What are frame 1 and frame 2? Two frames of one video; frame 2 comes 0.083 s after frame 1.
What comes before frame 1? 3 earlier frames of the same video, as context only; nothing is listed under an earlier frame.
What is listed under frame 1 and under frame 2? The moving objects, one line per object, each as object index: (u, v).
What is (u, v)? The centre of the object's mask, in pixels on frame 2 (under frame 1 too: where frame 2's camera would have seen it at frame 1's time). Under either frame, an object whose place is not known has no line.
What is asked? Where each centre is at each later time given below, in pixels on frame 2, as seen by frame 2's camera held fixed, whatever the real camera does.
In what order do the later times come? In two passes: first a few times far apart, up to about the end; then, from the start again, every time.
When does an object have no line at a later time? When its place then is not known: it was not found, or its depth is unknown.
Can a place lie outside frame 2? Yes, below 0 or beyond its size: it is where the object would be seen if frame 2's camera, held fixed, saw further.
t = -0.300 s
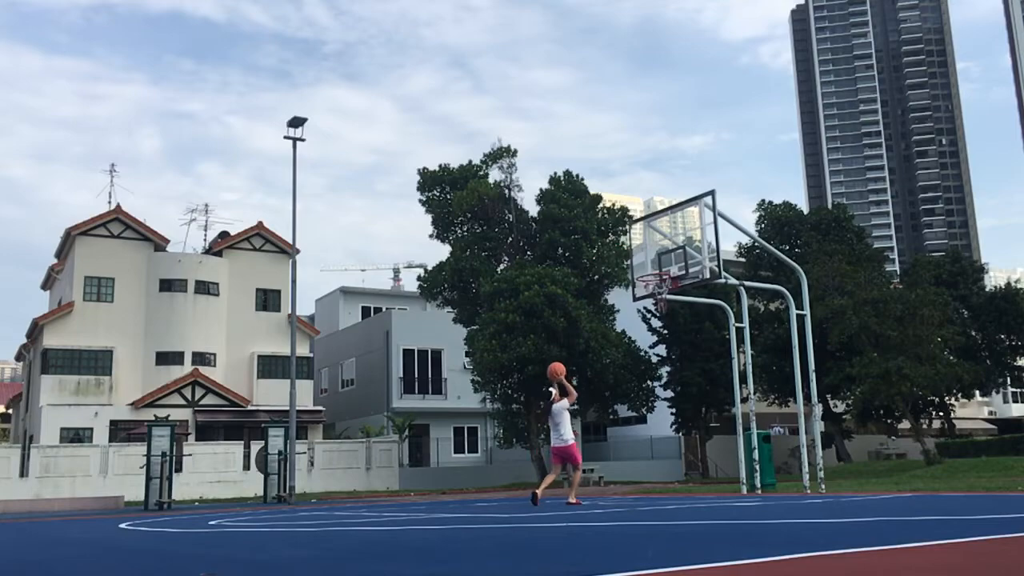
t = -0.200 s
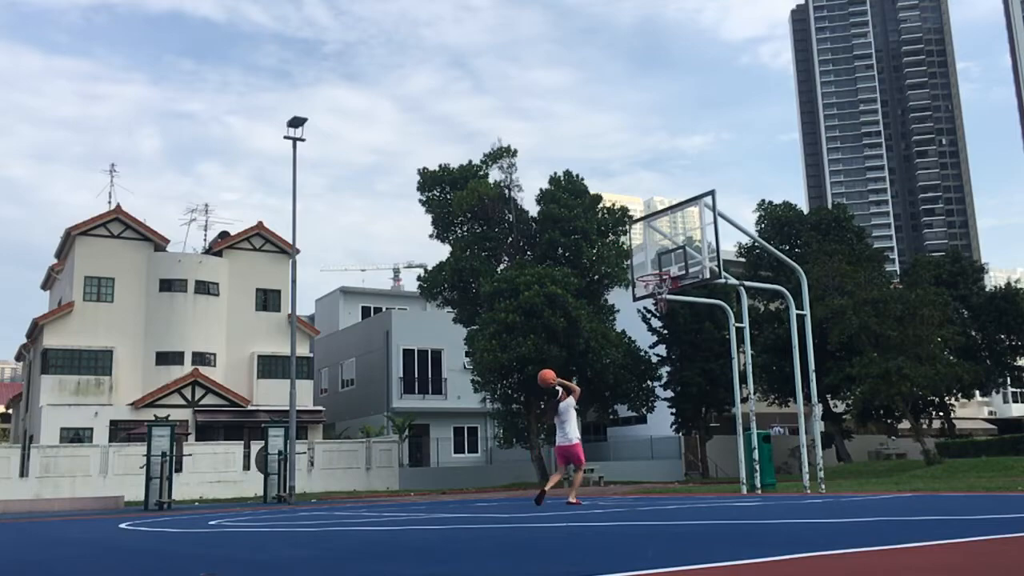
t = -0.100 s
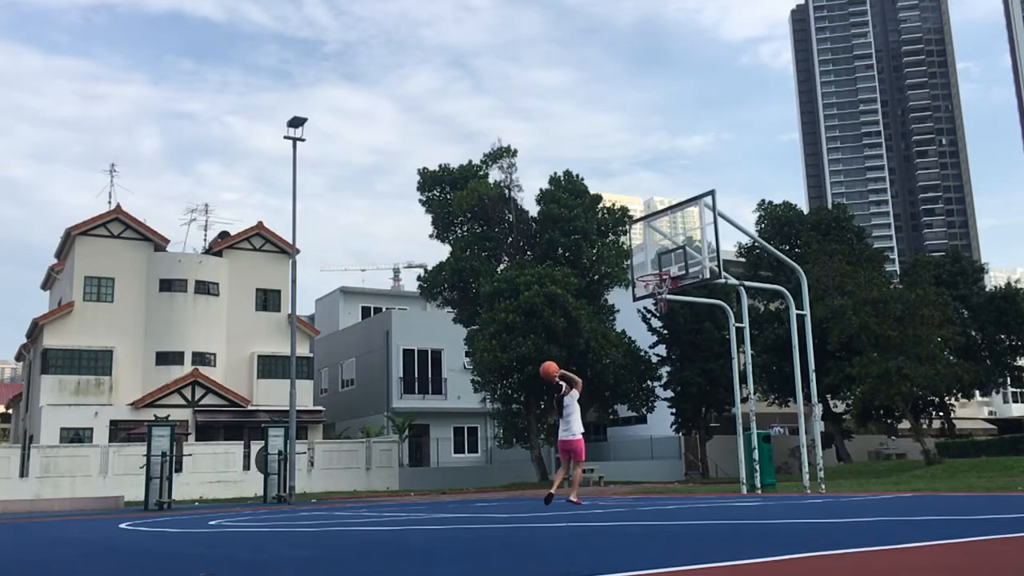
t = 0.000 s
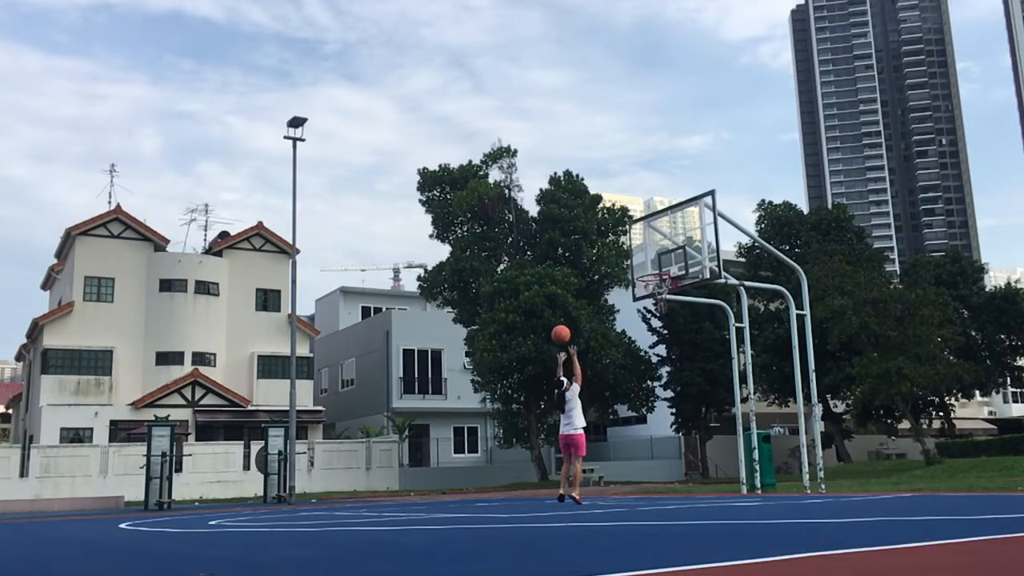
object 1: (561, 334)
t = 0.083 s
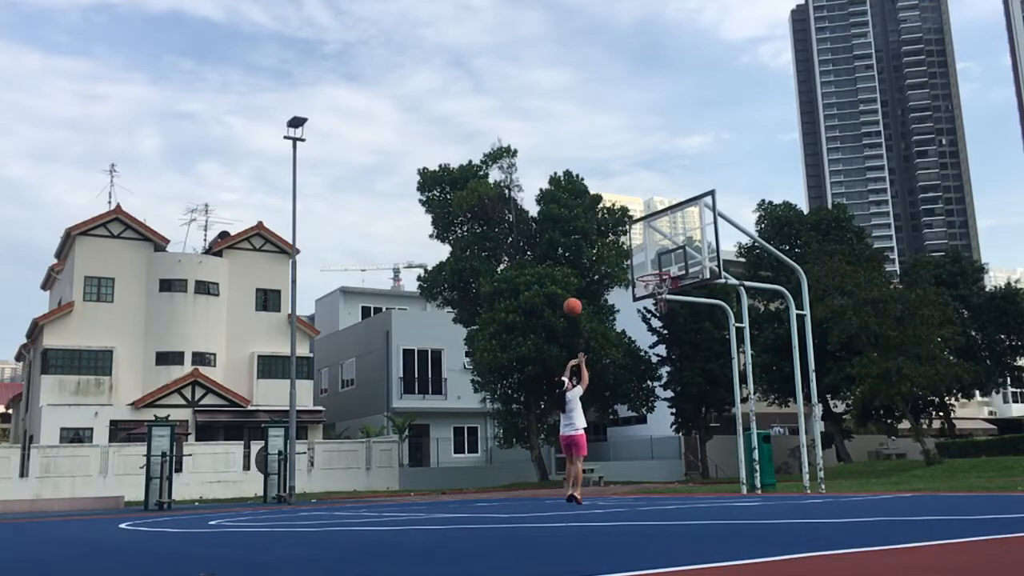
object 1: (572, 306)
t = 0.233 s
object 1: (593, 272)
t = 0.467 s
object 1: (624, 253)
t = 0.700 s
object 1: (656, 270)
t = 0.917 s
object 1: (648, 268)
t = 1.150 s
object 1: (639, 269)
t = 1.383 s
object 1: (625, 275)
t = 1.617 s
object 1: (612, 312)
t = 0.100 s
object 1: (575, 301)
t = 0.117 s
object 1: (577, 297)
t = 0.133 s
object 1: (579, 292)
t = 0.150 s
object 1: (581, 289)
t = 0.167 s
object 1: (584, 285)
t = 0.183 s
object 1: (586, 281)
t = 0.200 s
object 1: (589, 278)
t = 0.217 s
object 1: (591, 275)
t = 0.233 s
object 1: (593, 272)
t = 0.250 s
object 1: (596, 269)
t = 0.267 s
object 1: (598, 267)
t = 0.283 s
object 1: (600, 265)
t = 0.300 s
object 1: (603, 262)
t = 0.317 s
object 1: (605, 261)
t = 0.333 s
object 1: (607, 259)
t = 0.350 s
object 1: (609, 257)
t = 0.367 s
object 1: (611, 255)
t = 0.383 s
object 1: (613, 255)
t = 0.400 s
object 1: (616, 254)
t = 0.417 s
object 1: (618, 253)
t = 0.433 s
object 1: (621, 252)
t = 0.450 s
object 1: (623, 253)
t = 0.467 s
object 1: (624, 253)
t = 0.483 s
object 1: (626, 252)
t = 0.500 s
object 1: (629, 253)
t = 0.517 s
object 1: (631, 253)
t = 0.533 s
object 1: (634, 254)
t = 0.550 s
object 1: (636, 255)
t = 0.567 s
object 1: (638, 255)
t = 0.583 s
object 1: (641, 257)
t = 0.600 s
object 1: (643, 258)
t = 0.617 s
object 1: (645, 260)
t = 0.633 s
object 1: (647, 261)
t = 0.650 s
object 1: (649, 263)
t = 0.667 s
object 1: (652, 265)
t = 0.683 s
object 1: (654, 267)
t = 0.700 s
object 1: (656, 270)
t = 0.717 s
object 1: (659, 272)
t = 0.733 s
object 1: (660, 272)
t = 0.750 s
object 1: (661, 271)
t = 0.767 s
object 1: (661, 271)
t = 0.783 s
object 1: (659, 270)
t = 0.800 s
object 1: (659, 269)
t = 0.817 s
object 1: (658, 269)
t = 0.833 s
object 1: (657, 269)
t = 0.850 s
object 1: (654, 268)
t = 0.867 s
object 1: (652, 268)
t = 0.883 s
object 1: (651, 267)
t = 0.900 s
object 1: (650, 268)
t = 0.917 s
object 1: (648, 268)
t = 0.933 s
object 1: (646, 269)
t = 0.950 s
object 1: (645, 270)
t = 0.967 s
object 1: (644, 271)
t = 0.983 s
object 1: (643, 272)
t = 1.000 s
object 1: (642, 271)
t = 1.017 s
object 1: (642, 270)
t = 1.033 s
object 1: (641, 269)
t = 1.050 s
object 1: (641, 269)
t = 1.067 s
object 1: (640, 269)
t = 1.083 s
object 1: (640, 269)
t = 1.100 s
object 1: (640, 268)
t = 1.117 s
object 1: (640, 268)
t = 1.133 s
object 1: (640, 268)
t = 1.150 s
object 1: (639, 269)
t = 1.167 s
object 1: (638, 269)
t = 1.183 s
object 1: (637, 269)
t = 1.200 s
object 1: (637, 270)
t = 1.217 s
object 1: (636, 271)
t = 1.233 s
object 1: (635, 272)
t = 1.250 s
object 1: (634, 271)
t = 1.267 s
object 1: (633, 271)
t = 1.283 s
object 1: (632, 271)
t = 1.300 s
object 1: (631, 272)
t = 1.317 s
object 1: (629, 272)
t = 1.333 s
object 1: (628, 273)
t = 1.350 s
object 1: (627, 273)
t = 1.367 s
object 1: (626, 274)
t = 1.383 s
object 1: (625, 275)
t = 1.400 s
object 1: (624, 276)
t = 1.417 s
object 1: (623, 278)
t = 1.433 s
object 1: (622, 280)
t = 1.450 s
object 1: (622, 283)
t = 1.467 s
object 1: (621, 284)
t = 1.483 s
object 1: (620, 287)
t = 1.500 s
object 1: (619, 289)
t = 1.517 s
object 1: (618, 292)
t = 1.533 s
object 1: (617, 295)
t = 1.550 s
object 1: (616, 298)
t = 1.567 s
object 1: (615, 301)
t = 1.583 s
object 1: (614, 305)
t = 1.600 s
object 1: (613, 309)
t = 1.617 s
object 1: (612, 312)
